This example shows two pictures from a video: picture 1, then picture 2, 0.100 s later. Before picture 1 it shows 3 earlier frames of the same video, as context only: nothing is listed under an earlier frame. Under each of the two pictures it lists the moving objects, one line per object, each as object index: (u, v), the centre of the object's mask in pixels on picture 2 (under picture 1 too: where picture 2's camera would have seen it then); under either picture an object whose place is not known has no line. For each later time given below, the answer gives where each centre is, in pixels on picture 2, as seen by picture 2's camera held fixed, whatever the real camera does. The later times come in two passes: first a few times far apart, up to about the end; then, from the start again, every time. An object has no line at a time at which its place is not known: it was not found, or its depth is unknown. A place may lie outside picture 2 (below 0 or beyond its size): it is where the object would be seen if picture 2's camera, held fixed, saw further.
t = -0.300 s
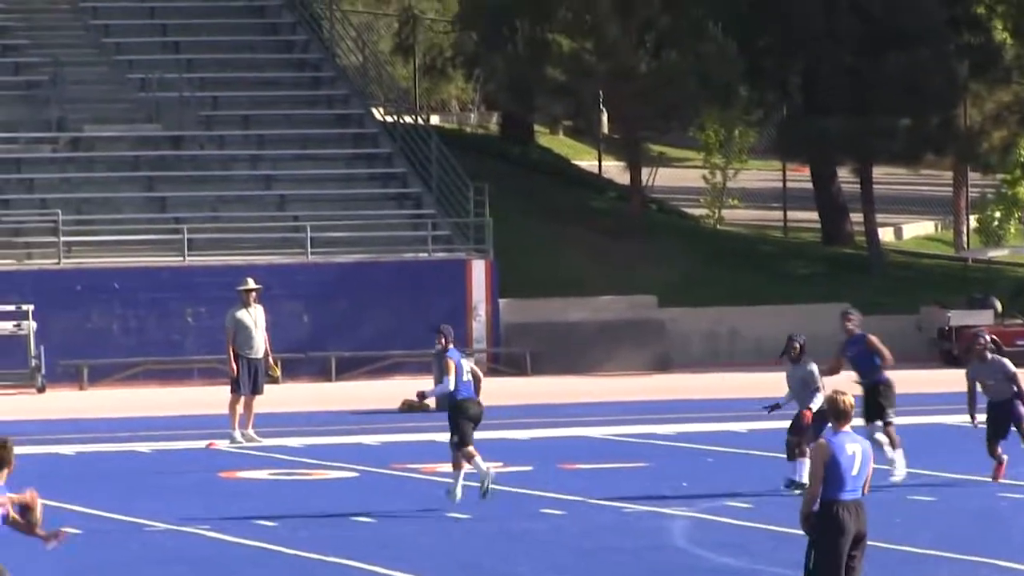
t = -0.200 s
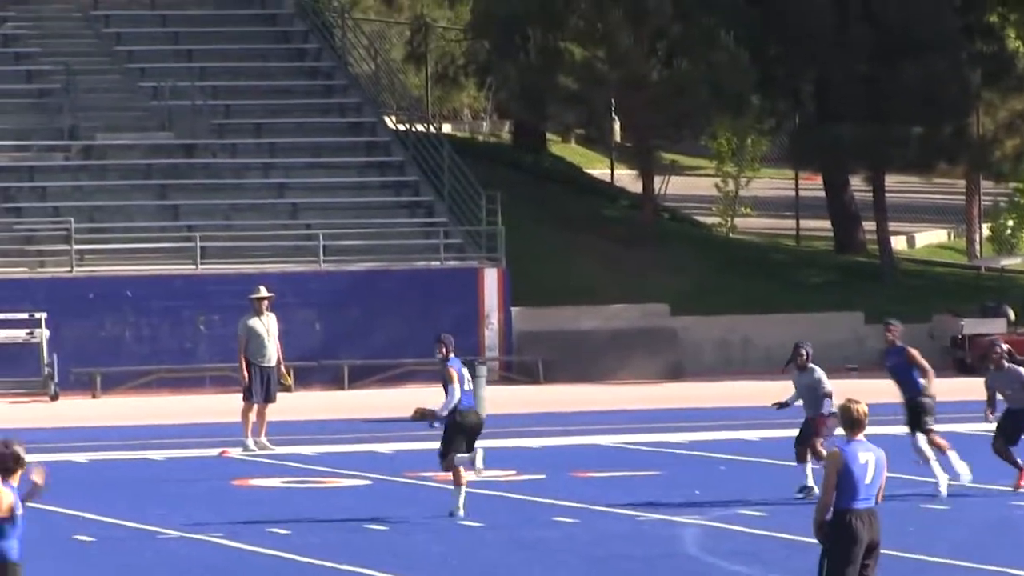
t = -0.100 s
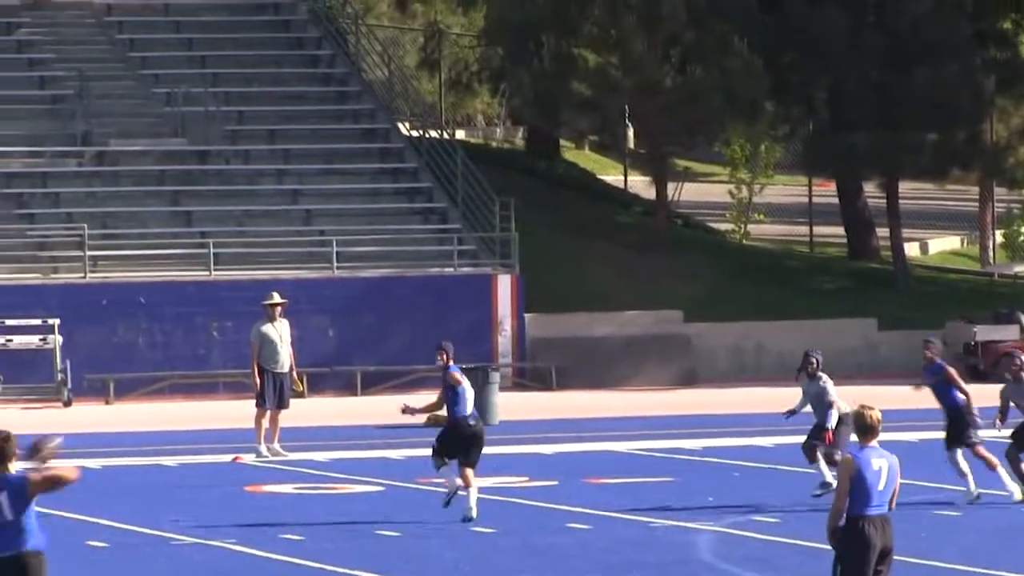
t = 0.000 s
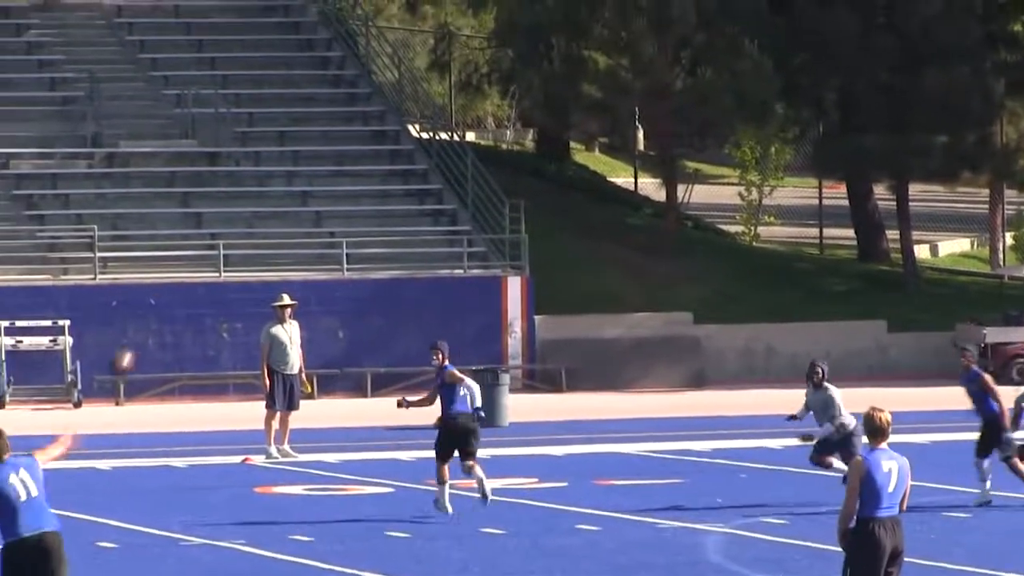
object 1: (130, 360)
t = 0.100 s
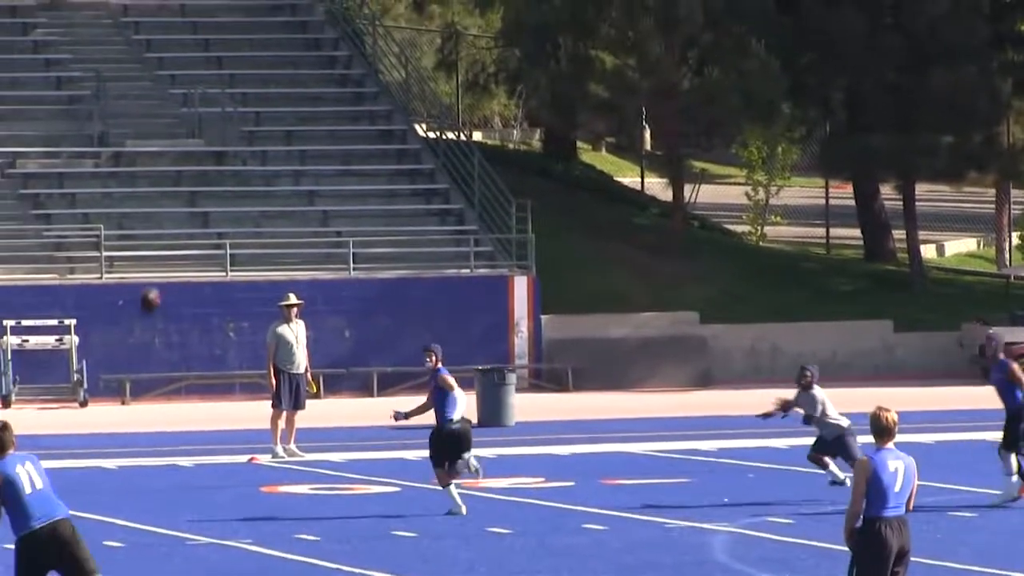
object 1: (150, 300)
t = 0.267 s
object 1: (186, 246)
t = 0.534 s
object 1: (238, 249)
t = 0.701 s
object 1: (264, 292)
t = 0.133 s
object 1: (155, 285)
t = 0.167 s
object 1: (162, 272)
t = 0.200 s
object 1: (170, 261)
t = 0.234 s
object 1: (177, 252)
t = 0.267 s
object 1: (186, 246)
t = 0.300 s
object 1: (193, 241)
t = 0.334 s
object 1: (201, 238)
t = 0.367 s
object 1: (208, 236)
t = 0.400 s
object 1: (214, 237)
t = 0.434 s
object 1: (221, 238)
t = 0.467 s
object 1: (227, 241)
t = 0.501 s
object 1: (233, 245)
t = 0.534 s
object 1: (238, 249)
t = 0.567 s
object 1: (243, 256)
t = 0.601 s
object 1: (249, 264)
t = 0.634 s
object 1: (253, 274)
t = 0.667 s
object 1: (258, 282)
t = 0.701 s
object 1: (264, 292)
